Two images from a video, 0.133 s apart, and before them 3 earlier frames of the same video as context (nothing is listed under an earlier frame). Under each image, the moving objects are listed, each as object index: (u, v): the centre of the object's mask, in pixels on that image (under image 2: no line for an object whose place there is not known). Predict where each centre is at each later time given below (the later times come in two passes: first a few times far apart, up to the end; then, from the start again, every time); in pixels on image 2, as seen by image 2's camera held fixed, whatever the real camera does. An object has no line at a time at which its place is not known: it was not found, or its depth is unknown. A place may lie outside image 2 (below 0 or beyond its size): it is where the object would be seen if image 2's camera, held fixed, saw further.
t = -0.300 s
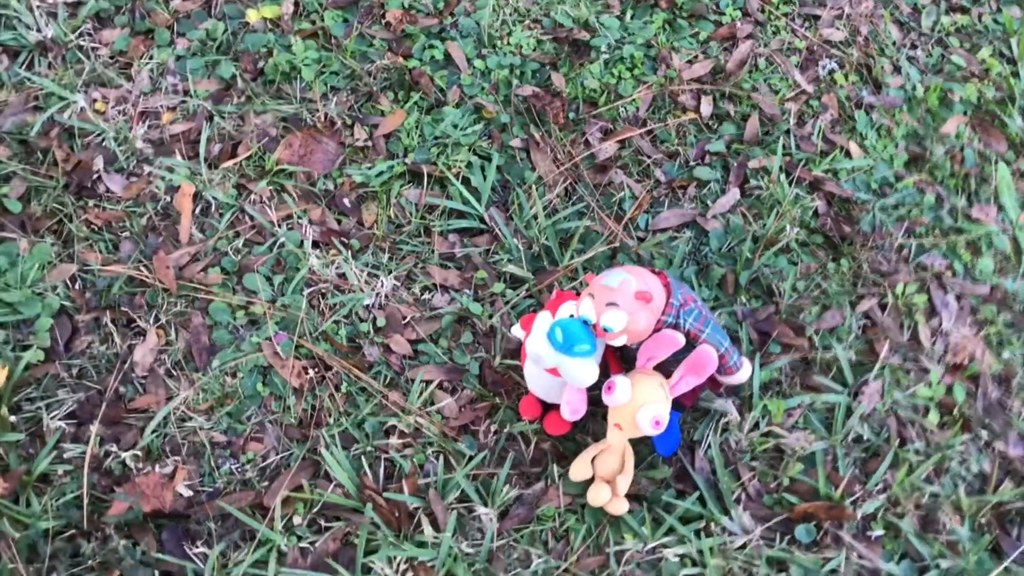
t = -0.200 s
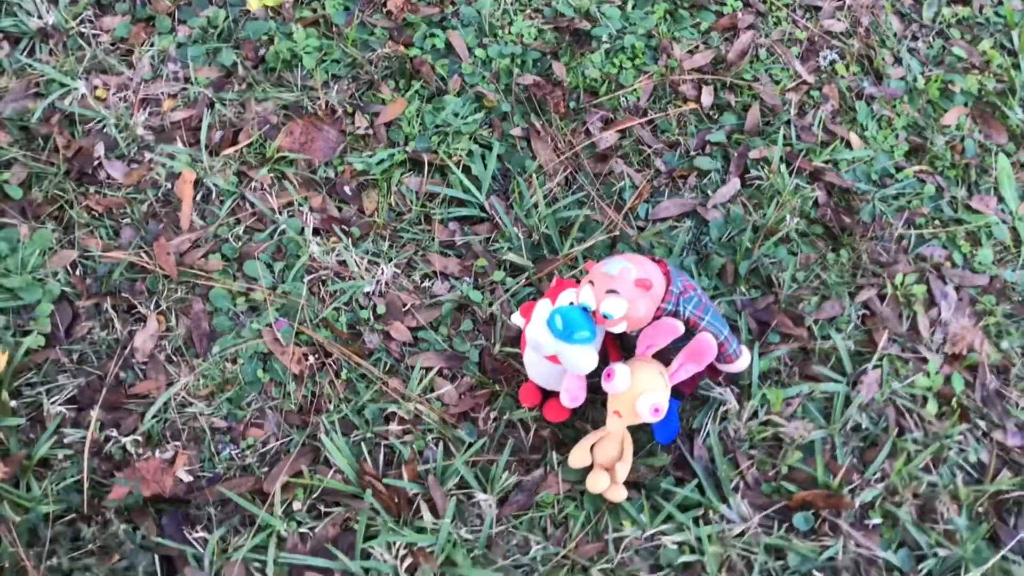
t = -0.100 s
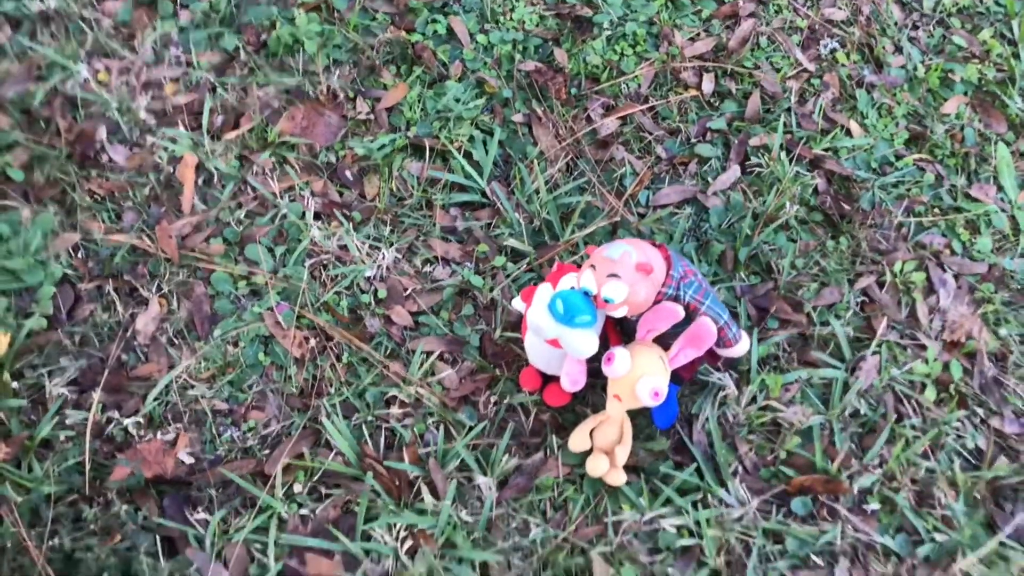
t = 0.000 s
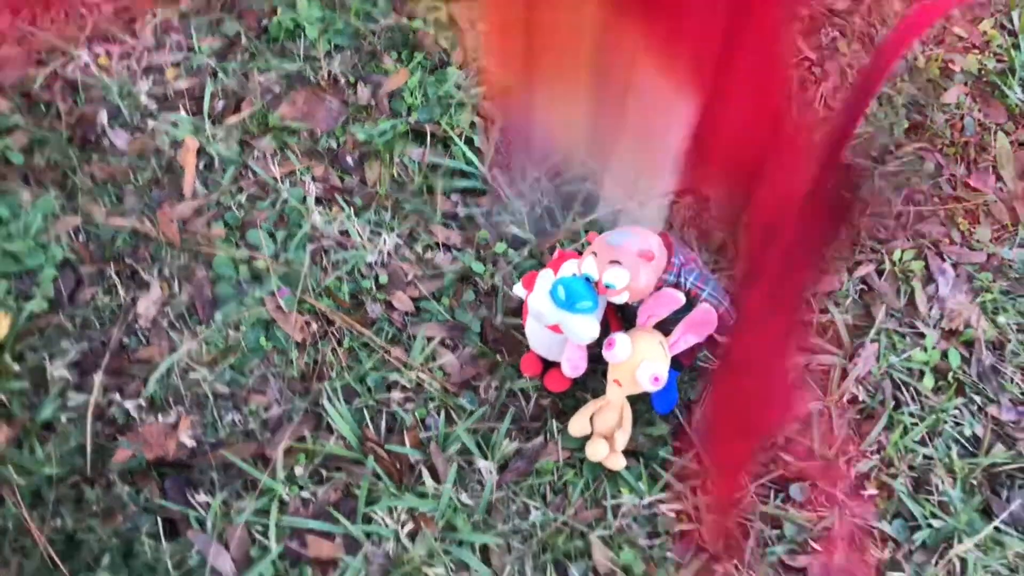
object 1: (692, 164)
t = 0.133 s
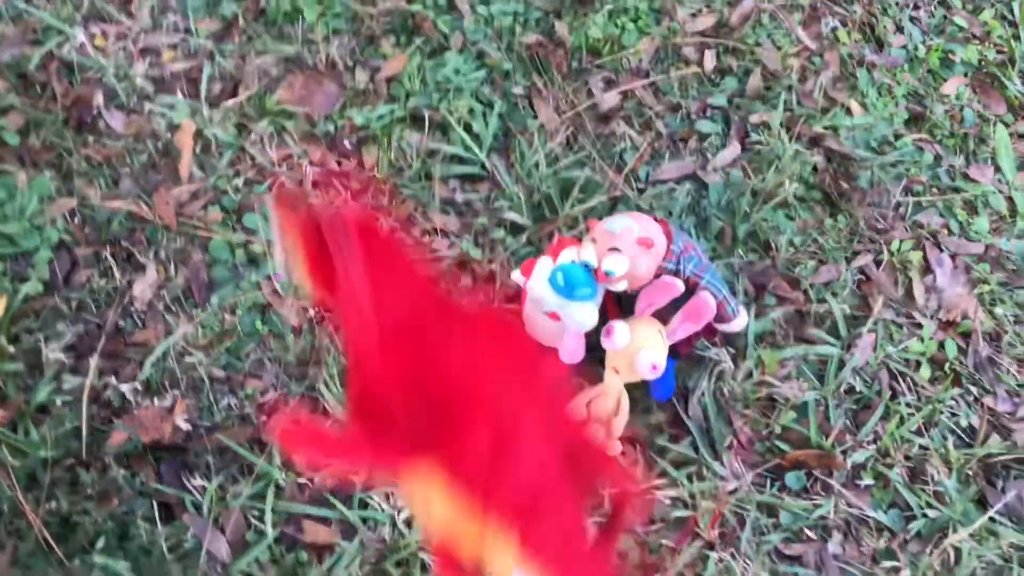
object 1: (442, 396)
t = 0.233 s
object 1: (437, 450)
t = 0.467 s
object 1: (506, 358)
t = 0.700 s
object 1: (481, 393)
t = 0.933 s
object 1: (491, 394)
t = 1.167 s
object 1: (490, 392)
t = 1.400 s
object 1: (486, 383)
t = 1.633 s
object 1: (485, 383)
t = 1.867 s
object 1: (485, 382)
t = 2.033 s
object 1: (485, 382)
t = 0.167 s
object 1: (436, 456)
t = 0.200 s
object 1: (421, 474)
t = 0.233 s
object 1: (437, 450)
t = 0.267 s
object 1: (460, 430)
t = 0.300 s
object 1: (474, 413)
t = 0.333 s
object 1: (480, 399)
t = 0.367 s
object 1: (489, 381)
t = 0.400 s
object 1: (497, 367)
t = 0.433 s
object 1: (503, 358)
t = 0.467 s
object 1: (506, 358)
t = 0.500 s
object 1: (499, 363)
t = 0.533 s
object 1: (494, 375)
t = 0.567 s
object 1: (493, 386)
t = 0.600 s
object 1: (485, 387)
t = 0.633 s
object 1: (483, 392)
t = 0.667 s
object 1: (482, 395)
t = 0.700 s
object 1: (481, 393)
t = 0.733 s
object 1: (483, 393)
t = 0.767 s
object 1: (487, 394)
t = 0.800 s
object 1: (491, 395)
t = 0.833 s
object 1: (492, 395)
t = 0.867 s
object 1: (492, 394)
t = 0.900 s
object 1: (491, 394)
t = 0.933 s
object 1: (491, 394)
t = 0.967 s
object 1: (491, 394)
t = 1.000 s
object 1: (491, 394)
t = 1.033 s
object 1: (491, 393)
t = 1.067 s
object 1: (491, 393)
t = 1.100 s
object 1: (491, 393)
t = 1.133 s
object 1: (487, 387)
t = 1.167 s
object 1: (490, 392)
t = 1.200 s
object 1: (490, 391)
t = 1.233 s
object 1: (486, 384)
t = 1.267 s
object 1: (486, 384)
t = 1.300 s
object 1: (486, 384)
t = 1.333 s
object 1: (485, 382)
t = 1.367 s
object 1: (486, 382)
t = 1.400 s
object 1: (486, 383)
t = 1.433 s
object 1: (486, 383)
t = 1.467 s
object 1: (485, 383)
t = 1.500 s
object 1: (485, 383)
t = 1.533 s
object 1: (486, 383)
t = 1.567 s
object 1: (485, 383)
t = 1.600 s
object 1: (486, 383)
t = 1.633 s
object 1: (485, 383)
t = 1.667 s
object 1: (485, 383)
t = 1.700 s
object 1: (485, 382)
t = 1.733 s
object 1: (485, 382)
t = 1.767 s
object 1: (485, 382)
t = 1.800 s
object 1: (485, 382)
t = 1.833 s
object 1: (485, 382)
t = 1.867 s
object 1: (485, 382)
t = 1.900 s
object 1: (485, 382)
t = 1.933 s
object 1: (484, 382)
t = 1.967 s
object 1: (485, 382)
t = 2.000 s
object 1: (485, 382)
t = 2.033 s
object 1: (485, 382)
